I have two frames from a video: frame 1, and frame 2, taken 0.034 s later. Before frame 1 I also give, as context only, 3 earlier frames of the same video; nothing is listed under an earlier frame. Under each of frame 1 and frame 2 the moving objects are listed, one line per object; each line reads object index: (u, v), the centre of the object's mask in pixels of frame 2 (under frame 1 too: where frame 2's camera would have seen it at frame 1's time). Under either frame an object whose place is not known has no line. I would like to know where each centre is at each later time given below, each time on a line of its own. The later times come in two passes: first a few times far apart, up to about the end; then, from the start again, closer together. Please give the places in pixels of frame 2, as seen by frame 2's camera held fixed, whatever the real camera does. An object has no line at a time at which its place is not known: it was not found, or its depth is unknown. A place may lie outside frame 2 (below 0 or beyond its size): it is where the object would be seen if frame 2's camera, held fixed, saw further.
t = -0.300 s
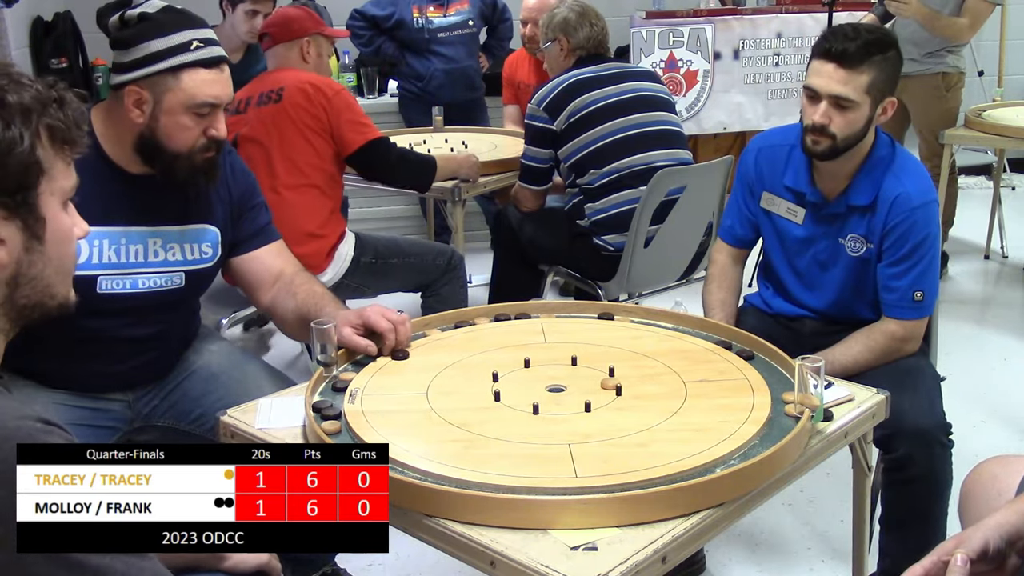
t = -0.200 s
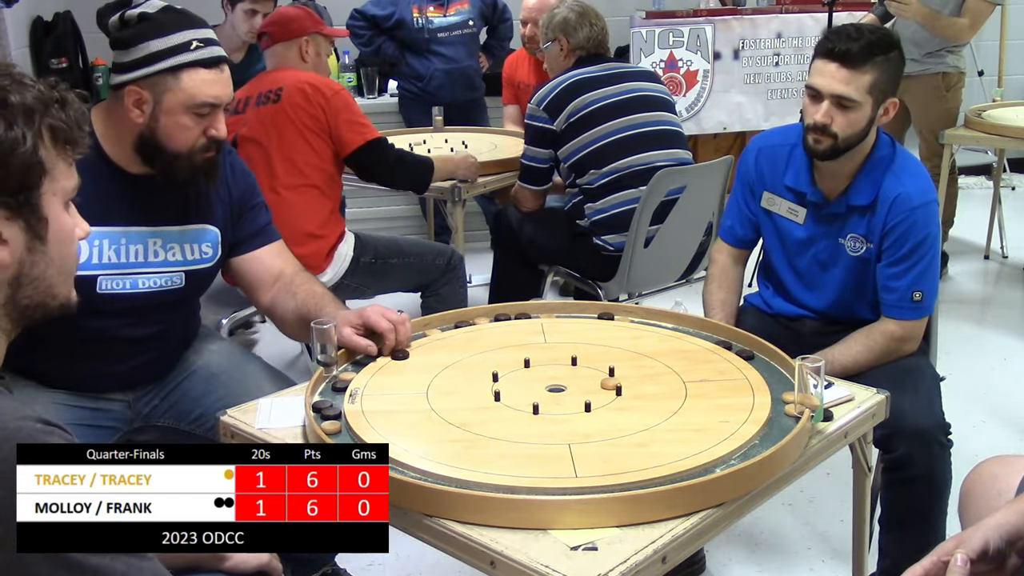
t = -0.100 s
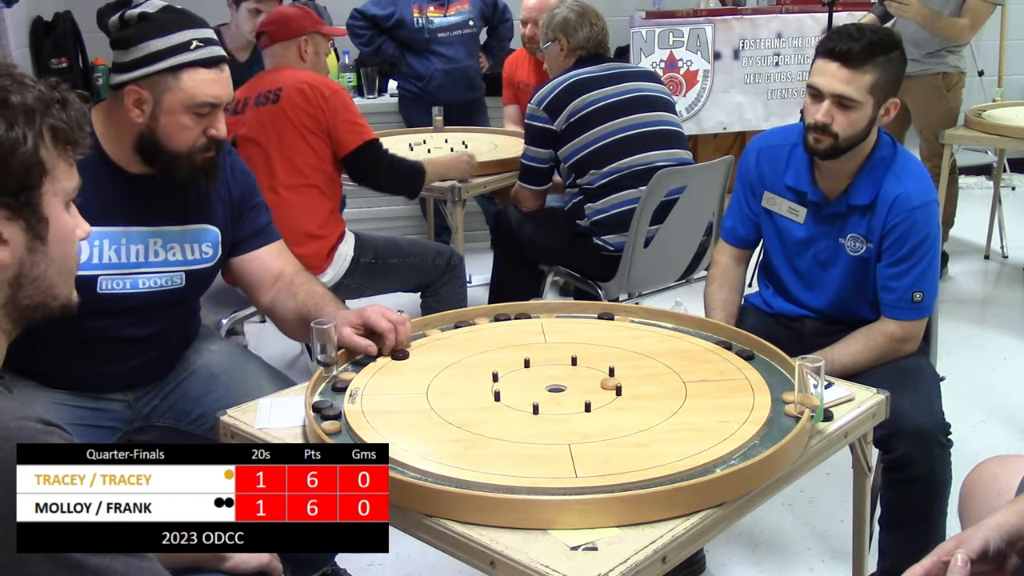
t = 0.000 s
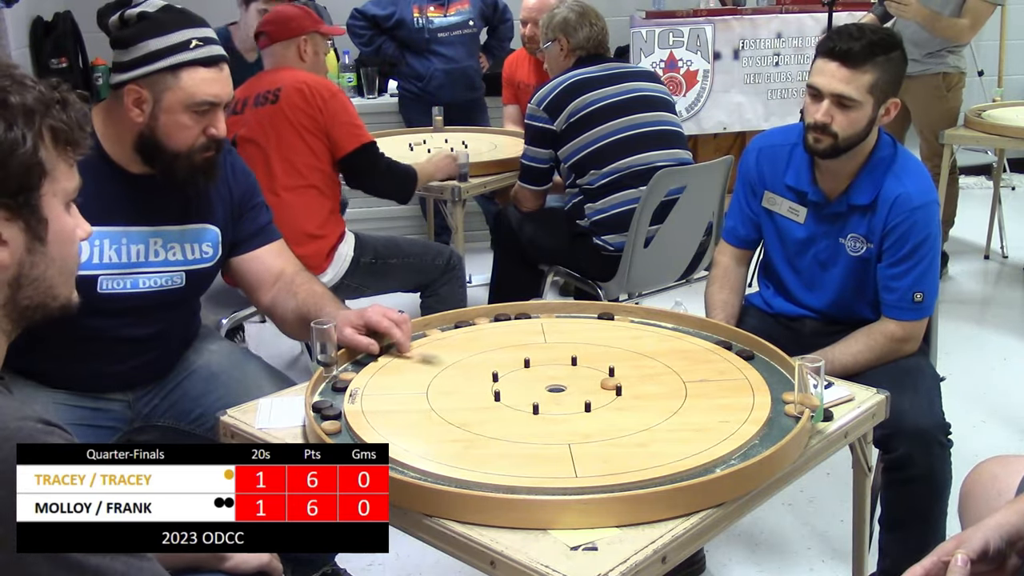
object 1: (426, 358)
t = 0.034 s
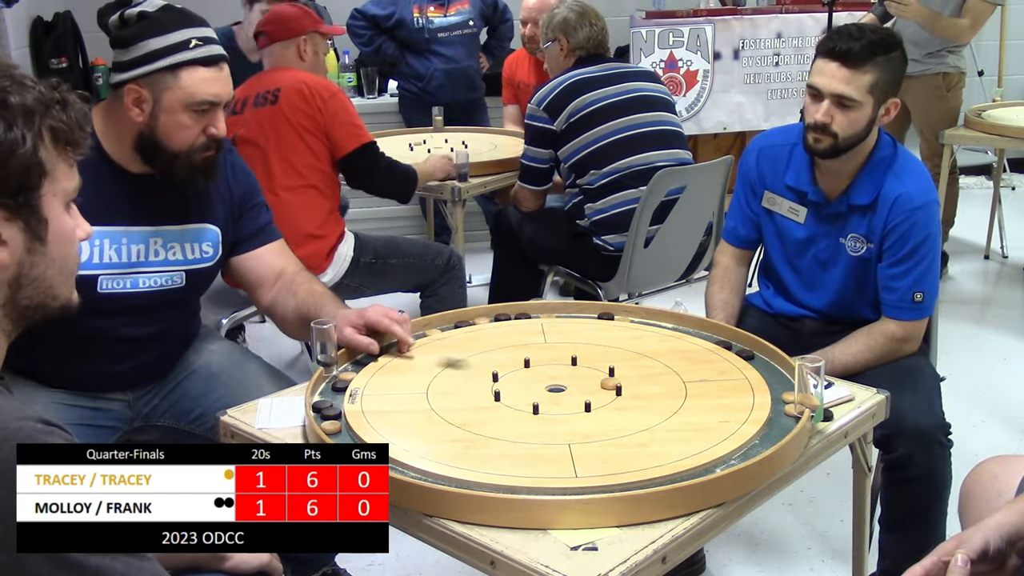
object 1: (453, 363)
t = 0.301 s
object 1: (601, 392)
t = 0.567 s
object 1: (630, 411)
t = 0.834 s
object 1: (638, 416)
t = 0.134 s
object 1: (533, 374)
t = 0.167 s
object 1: (554, 378)
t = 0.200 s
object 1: (579, 381)
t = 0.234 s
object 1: (592, 386)
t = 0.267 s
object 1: (597, 389)
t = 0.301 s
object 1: (601, 392)
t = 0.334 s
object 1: (605, 395)
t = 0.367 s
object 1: (609, 398)
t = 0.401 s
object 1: (613, 400)
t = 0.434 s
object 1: (617, 403)
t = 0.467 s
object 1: (620, 405)
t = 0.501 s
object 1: (624, 407)
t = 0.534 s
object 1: (626, 409)
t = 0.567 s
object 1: (630, 411)
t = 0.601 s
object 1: (633, 412)
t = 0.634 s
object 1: (635, 414)
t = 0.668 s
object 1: (637, 415)
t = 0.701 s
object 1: (637, 415)
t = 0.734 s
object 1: (638, 415)
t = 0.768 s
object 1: (638, 416)
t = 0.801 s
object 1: (638, 416)
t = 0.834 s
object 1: (638, 416)
